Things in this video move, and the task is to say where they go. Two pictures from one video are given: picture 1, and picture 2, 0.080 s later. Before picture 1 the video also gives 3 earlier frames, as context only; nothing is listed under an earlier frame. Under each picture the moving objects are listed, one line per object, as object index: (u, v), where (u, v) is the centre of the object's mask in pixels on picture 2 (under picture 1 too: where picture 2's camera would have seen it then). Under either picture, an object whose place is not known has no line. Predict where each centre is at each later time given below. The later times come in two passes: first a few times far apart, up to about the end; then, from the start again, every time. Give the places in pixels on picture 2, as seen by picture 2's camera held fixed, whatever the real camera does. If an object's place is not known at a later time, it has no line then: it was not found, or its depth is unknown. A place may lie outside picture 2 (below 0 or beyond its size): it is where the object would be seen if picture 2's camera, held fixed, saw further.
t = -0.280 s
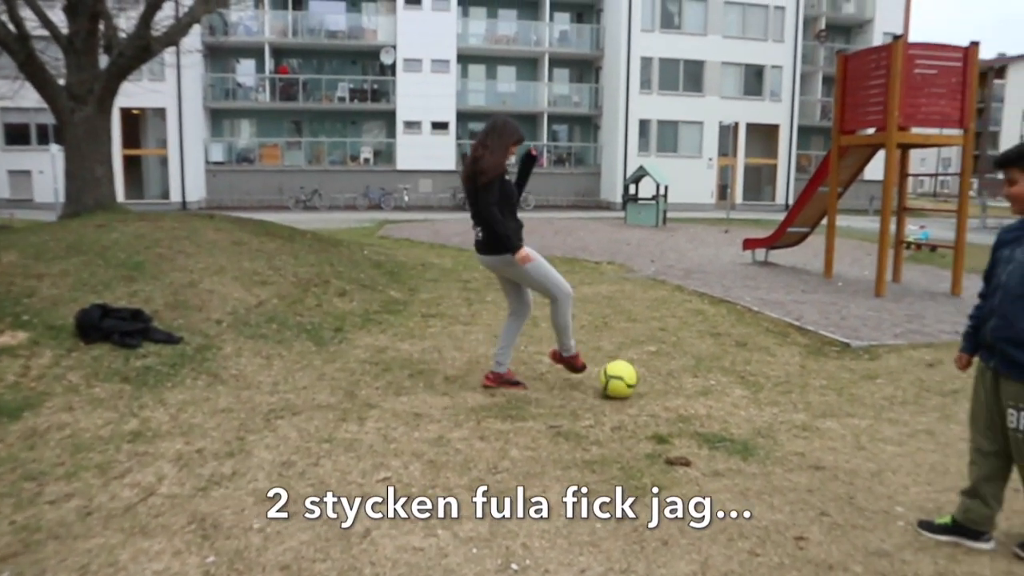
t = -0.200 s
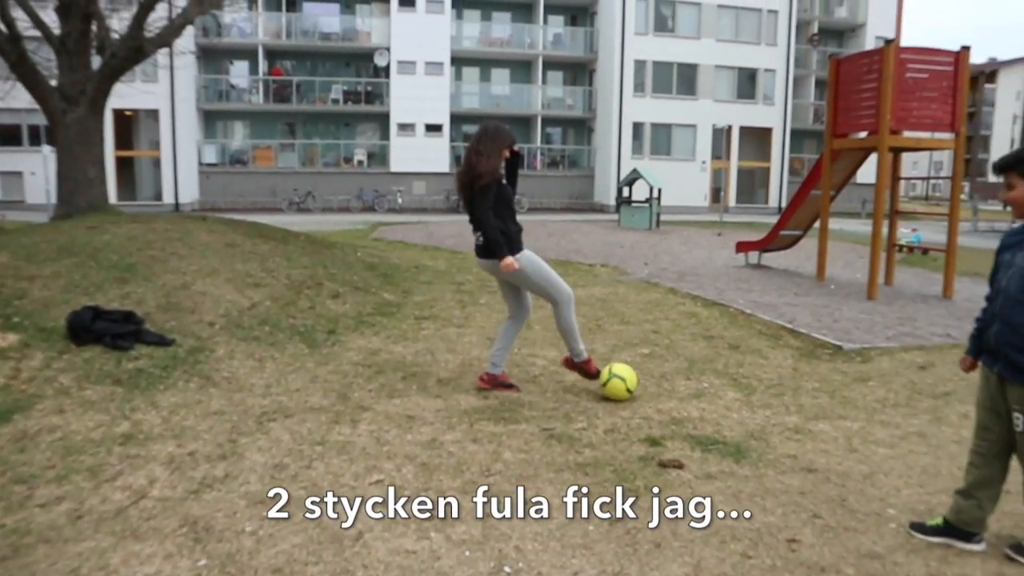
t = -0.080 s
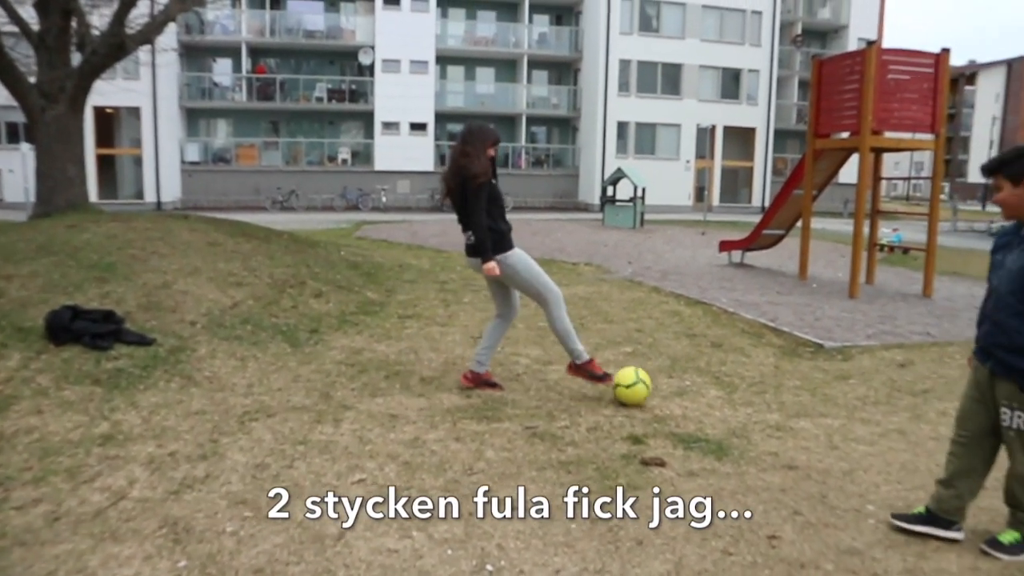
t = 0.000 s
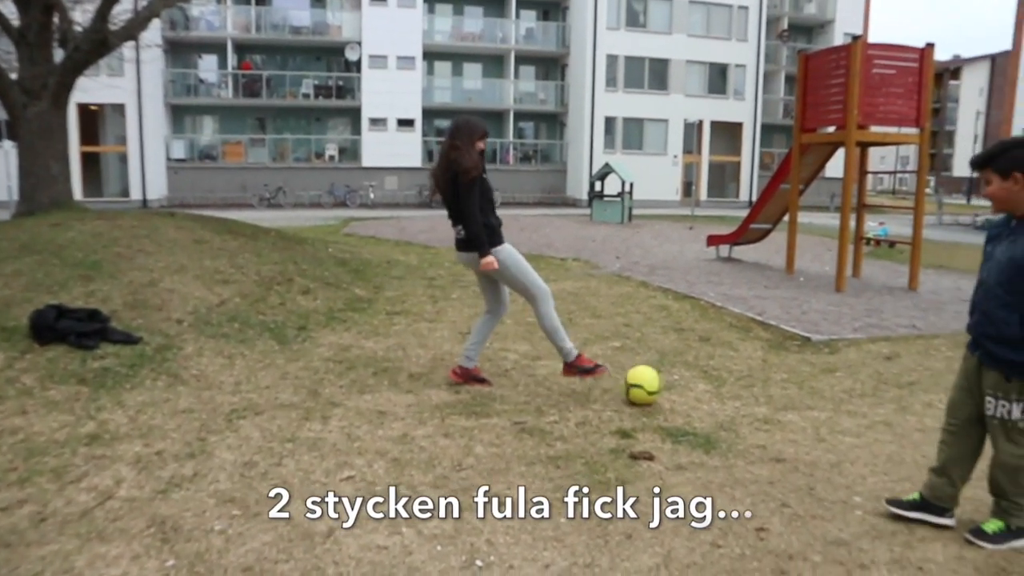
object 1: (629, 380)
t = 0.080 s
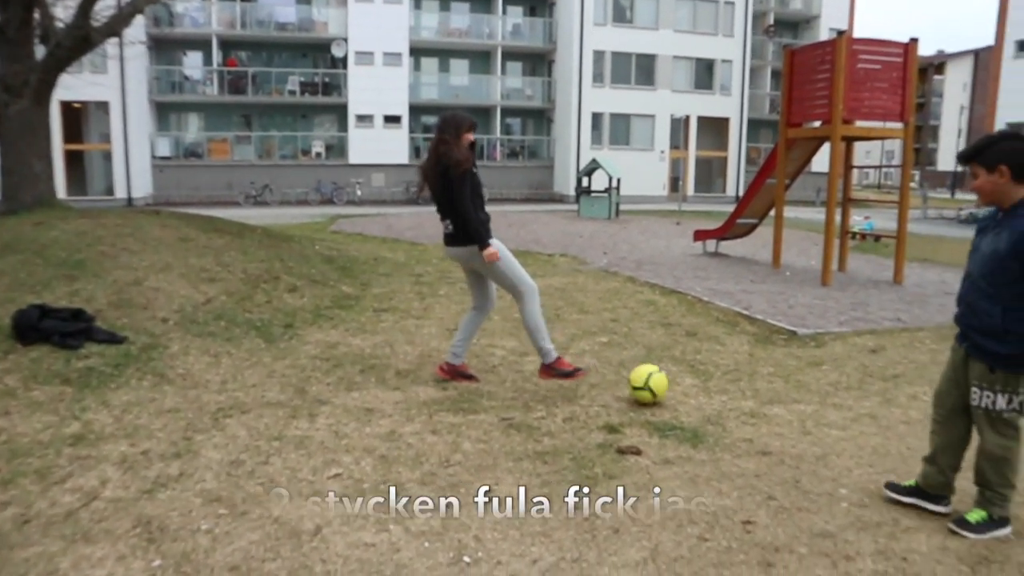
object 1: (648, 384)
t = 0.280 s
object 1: (693, 392)
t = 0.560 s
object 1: (758, 404)
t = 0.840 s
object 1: (821, 414)
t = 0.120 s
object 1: (657, 386)
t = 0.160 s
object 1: (667, 387)
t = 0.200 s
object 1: (675, 389)
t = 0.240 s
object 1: (684, 391)
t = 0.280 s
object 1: (693, 392)
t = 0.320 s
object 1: (702, 394)
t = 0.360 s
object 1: (712, 396)
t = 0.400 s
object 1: (721, 398)
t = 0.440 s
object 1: (731, 400)
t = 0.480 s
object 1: (740, 401)
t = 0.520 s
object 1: (749, 401)
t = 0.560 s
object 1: (758, 404)
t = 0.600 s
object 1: (767, 404)
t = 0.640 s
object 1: (776, 407)
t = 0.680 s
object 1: (785, 409)
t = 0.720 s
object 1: (794, 410)
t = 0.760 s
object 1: (803, 411)
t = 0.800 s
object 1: (813, 412)
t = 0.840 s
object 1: (821, 414)
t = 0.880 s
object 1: (830, 414)
